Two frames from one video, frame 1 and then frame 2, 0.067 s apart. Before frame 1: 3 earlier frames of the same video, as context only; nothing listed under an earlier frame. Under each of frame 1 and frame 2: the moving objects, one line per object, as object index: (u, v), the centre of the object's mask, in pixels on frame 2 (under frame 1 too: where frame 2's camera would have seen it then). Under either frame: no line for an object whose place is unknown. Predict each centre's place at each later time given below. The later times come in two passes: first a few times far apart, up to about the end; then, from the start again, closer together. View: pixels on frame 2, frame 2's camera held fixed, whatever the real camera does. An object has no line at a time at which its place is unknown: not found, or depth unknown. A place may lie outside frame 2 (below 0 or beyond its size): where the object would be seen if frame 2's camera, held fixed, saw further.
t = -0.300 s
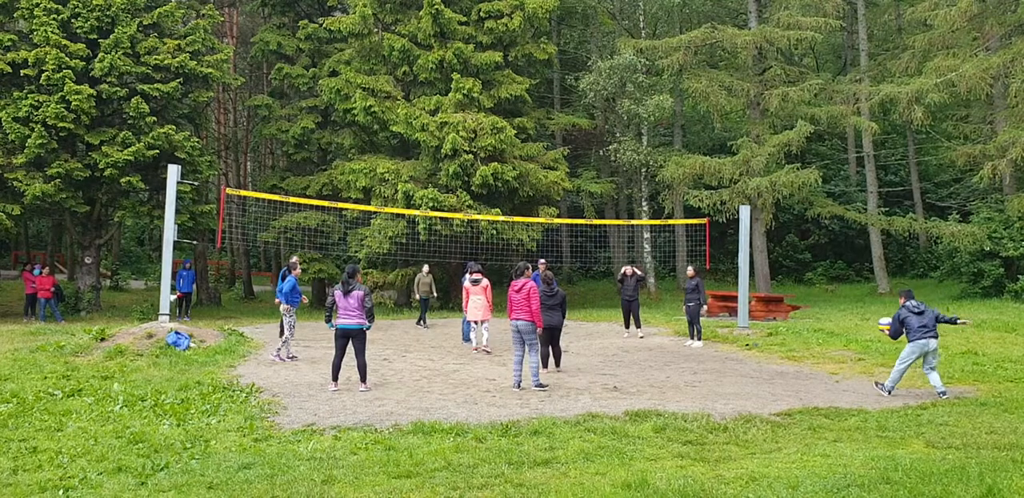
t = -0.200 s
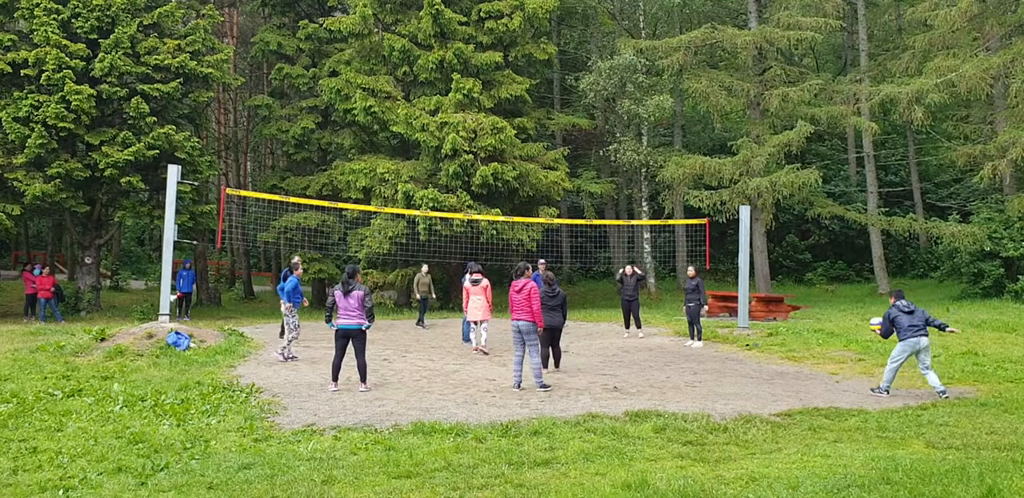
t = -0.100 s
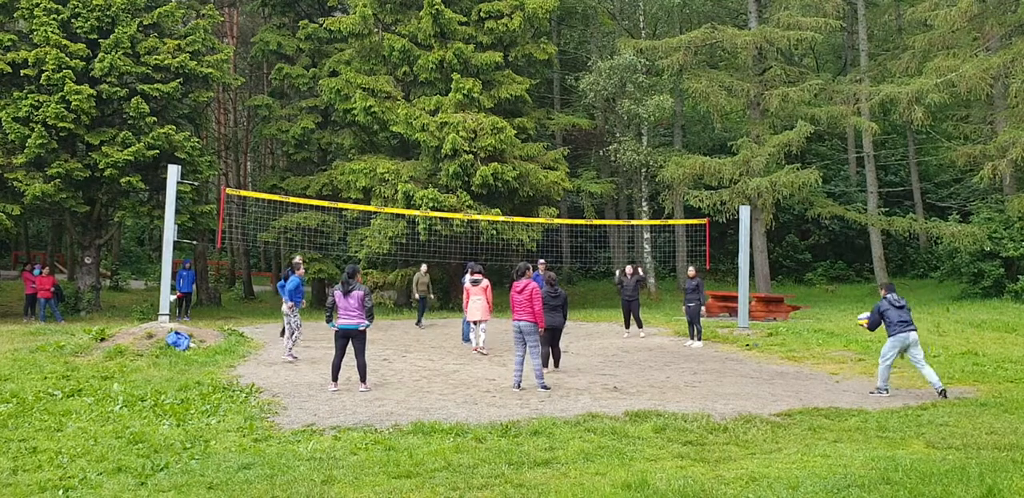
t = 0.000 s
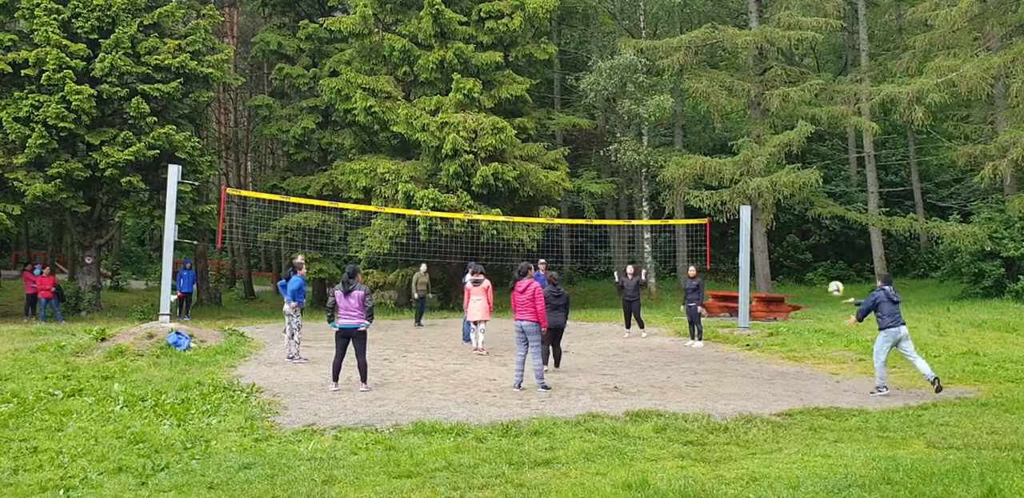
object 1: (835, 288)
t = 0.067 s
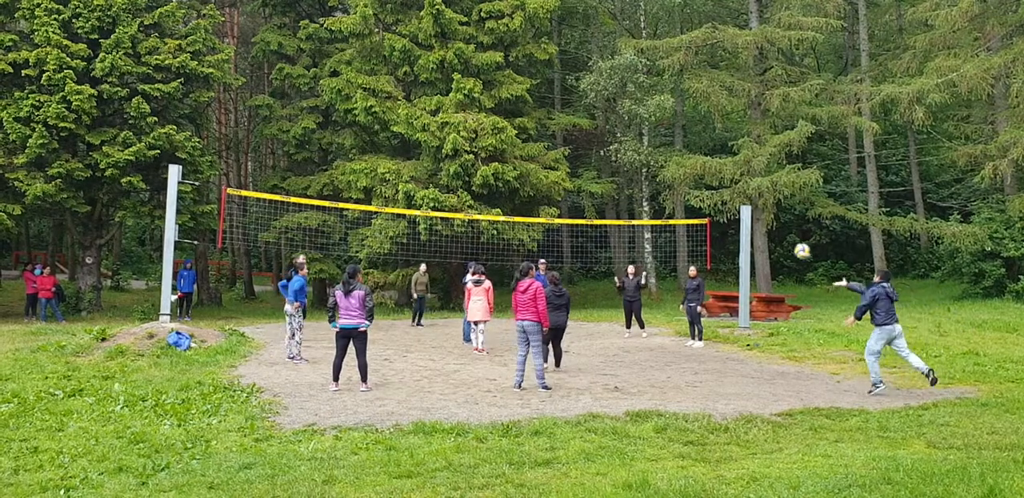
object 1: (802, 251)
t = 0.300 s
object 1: (698, 160)
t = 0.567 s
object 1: (603, 118)
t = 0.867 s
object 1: (516, 120)
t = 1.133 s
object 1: (450, 155)
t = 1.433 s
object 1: (385, 220)
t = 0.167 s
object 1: (755, 204)
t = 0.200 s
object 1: (740, 192)
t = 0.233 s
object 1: (725, 180)
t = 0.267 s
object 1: (711, 169)
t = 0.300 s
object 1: (698, 160)
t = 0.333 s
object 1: (685, 151)
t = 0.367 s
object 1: (672, 144)
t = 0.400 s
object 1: (659, 138)
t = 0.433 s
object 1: (648, 133)
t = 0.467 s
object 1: (636, 127)
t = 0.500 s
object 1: (624, 123)
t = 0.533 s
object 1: (613, 120)
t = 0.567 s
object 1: (603, 118)
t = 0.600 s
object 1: (592, 115)
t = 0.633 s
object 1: (582, 113)
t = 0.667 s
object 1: (572, 112)
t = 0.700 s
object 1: (562, 113)
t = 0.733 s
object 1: (552, 113)
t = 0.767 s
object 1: (543, 114)
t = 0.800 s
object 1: (534, 115)
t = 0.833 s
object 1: (525, 117)
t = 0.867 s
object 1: (516, 120)
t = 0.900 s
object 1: (507, 122)
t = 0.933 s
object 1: (499, 127)
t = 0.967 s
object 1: (490, 130)
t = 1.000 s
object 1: (482, 134)
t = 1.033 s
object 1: (474, 138)
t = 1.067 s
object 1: (466, 143)
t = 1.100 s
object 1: (458, 149)
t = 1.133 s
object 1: (450, 155)
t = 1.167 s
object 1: (443, 160)
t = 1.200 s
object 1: (436, 167)
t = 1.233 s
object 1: (428, 174)
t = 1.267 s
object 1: (421, 181)
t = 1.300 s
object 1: (413, 187)
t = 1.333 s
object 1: (407, 196)
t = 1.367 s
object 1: (400, 203)
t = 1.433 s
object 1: (385, 220)
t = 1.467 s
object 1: (378, 229)
